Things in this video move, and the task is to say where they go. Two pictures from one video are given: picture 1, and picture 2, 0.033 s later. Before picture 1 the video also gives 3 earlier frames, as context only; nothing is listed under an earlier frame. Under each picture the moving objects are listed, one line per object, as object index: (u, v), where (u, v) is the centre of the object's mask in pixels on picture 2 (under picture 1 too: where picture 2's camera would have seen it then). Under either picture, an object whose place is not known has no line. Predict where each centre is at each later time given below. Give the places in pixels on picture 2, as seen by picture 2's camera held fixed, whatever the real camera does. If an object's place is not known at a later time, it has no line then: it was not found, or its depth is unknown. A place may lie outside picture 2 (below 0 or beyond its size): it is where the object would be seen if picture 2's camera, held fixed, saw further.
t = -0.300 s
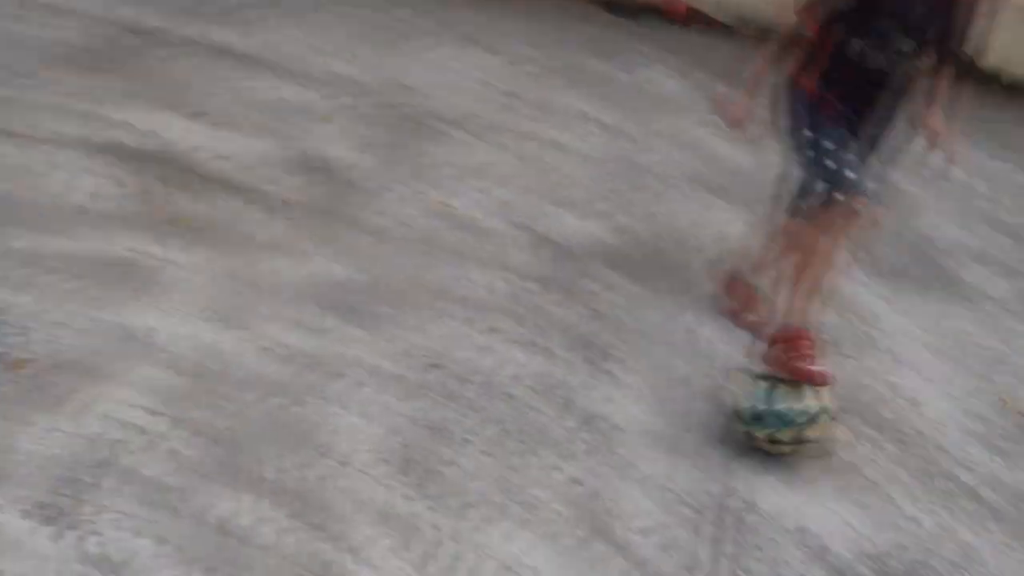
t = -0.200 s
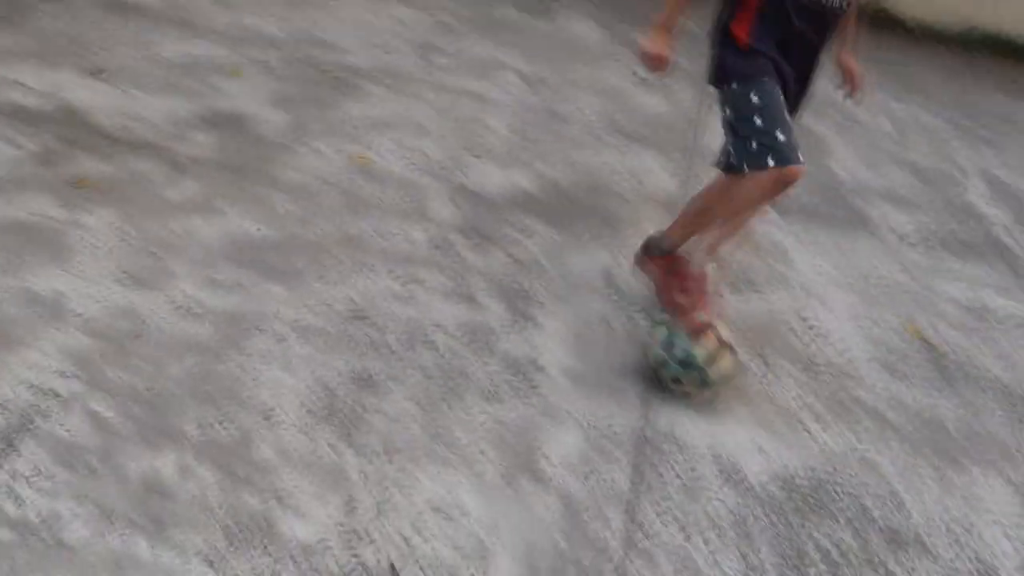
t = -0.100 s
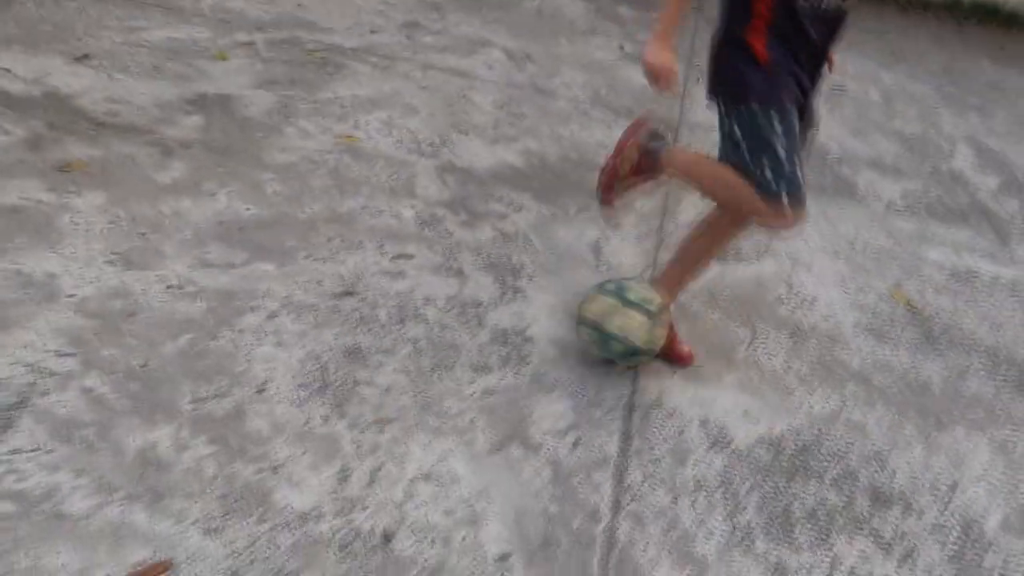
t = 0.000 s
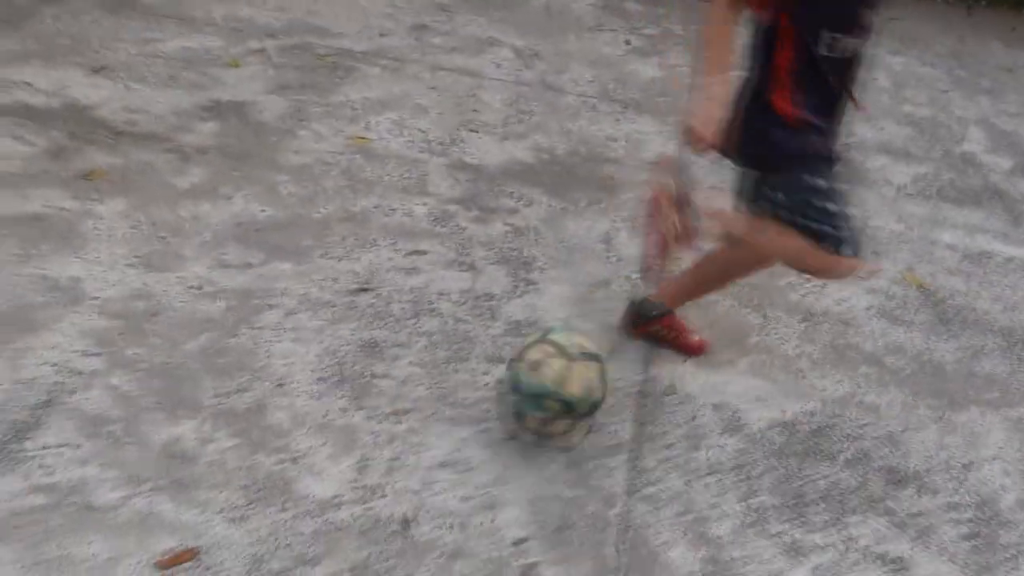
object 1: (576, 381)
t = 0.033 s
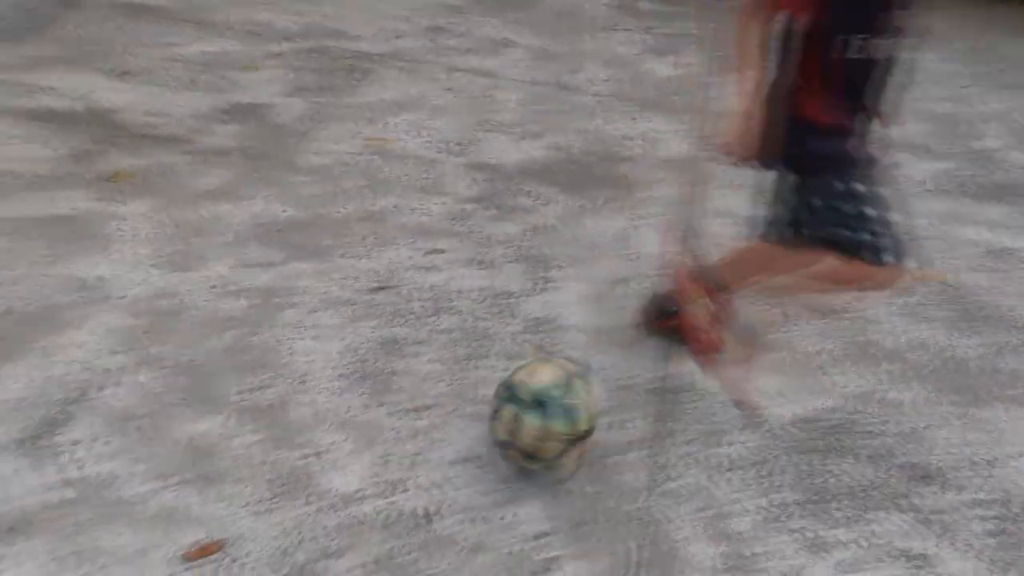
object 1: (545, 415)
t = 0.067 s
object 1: (511, 441)
